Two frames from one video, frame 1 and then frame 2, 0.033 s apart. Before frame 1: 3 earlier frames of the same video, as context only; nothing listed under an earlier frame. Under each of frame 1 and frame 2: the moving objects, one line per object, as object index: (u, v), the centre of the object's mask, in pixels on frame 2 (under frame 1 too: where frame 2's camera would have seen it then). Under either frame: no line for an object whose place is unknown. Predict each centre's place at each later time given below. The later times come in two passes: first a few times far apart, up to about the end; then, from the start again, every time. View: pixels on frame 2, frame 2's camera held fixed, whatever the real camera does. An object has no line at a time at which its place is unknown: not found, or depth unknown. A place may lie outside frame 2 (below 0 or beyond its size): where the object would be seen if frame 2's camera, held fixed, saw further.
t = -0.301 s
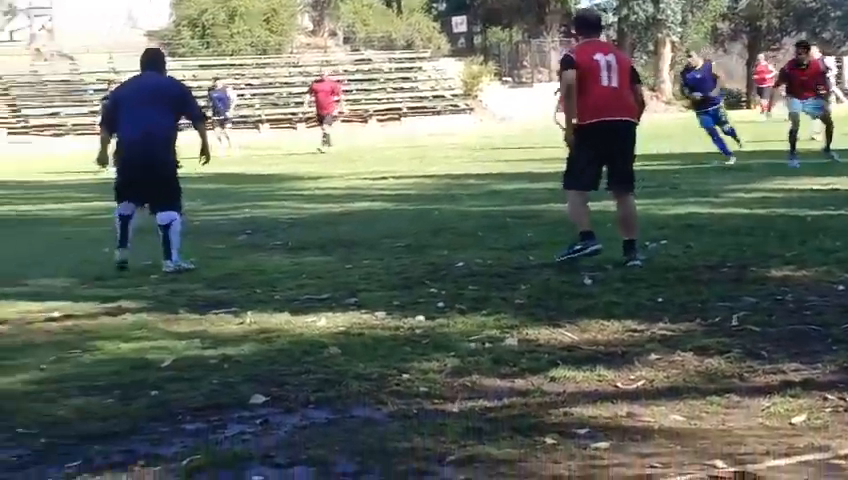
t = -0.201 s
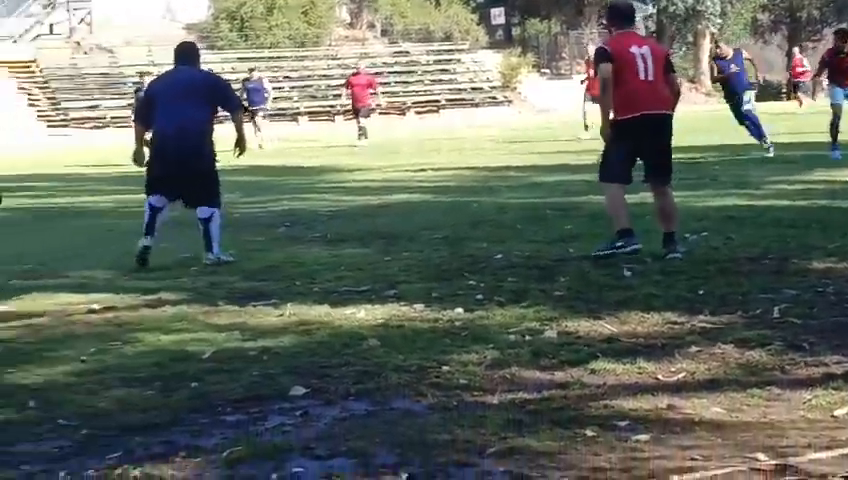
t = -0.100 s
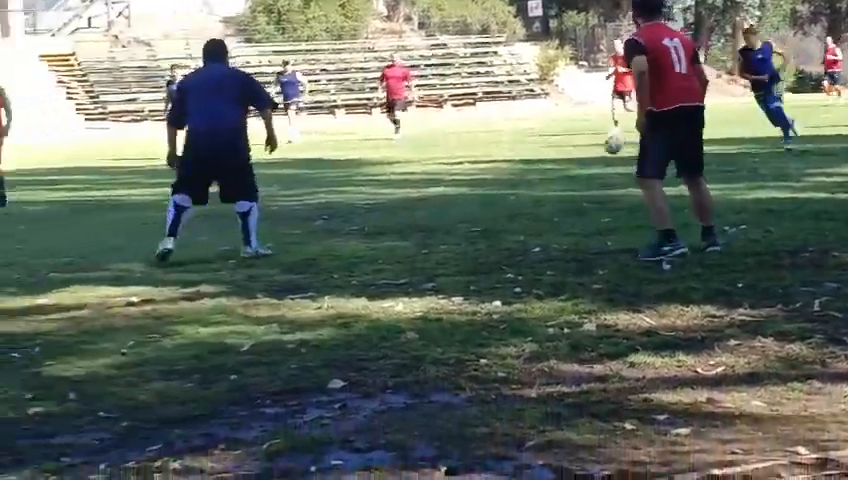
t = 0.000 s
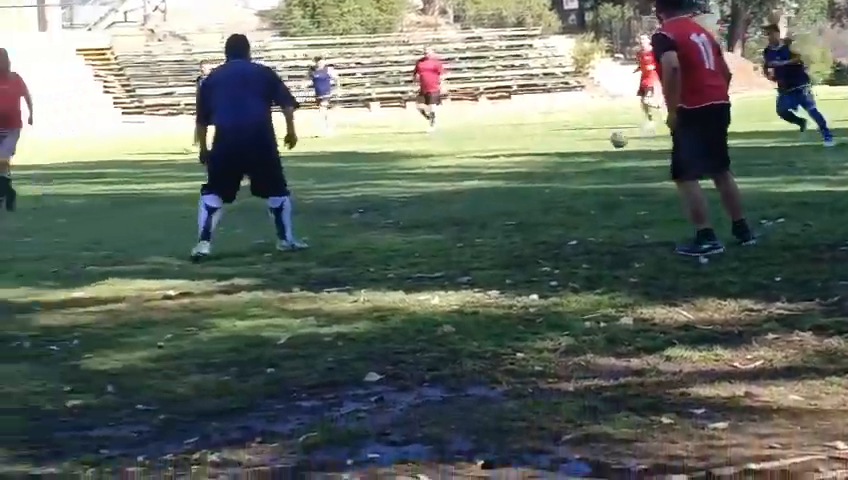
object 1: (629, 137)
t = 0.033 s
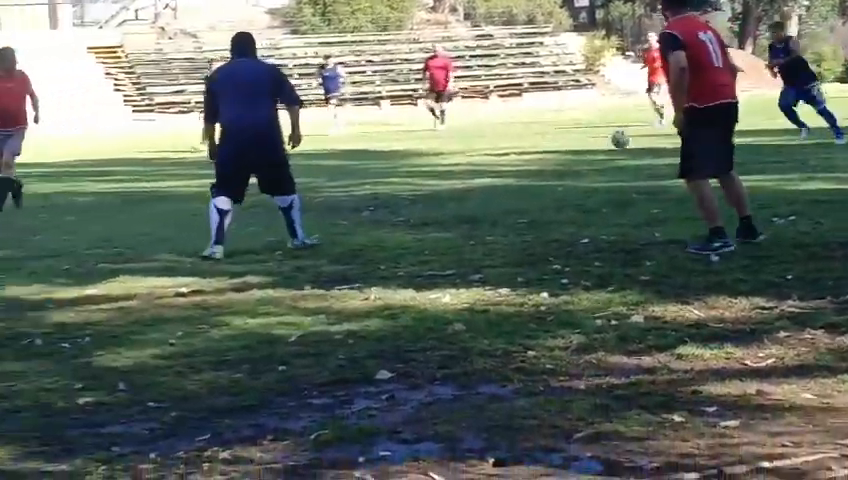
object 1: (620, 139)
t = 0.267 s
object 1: (551, 152)
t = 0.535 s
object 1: (471, 158)
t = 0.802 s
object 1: (395, 164)
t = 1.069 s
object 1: (325, 163)
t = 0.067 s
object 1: (611, 141)
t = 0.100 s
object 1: (601, 145)
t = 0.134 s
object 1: (592, 151)
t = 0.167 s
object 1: (581, 152)
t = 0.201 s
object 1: (571, 153)
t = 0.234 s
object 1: (561, 152)
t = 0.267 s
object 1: (551, 152)
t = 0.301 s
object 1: (540, 154)
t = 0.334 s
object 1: (530, 157)
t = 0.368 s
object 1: (520, 154)
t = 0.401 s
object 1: (511, 155)
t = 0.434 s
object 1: (501, 154)
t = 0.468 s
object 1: (491, 154)
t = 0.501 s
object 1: (481, 155)
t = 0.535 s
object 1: (471, 158)
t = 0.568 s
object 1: (462, 161)
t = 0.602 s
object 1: (450, 162)
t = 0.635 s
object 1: (442, 160)
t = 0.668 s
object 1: (433, 158)
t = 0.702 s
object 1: (423, 158)
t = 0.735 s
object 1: (415, 159)
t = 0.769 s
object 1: (405, 160)
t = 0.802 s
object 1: (395, 164)
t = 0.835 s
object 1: (386, 165)
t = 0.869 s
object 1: (377, 166)
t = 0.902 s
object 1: (368, 166)
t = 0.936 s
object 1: (360, 166)
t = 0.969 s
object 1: (351, 168)
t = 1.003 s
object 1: (341, 167)
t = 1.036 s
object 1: (333, 164)
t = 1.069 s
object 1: (325, 163)
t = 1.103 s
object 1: (316, 163)
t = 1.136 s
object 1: (307, 164)
